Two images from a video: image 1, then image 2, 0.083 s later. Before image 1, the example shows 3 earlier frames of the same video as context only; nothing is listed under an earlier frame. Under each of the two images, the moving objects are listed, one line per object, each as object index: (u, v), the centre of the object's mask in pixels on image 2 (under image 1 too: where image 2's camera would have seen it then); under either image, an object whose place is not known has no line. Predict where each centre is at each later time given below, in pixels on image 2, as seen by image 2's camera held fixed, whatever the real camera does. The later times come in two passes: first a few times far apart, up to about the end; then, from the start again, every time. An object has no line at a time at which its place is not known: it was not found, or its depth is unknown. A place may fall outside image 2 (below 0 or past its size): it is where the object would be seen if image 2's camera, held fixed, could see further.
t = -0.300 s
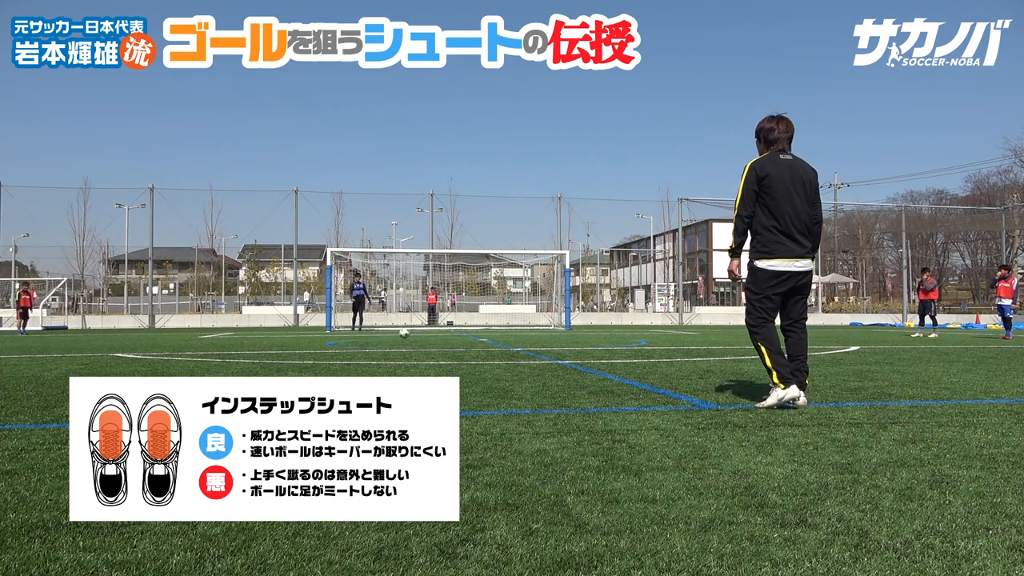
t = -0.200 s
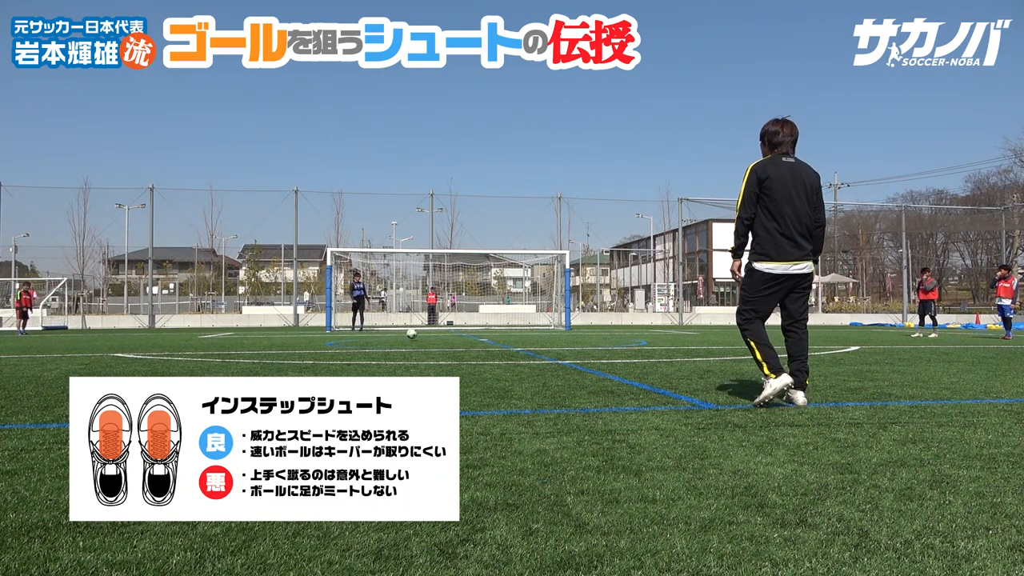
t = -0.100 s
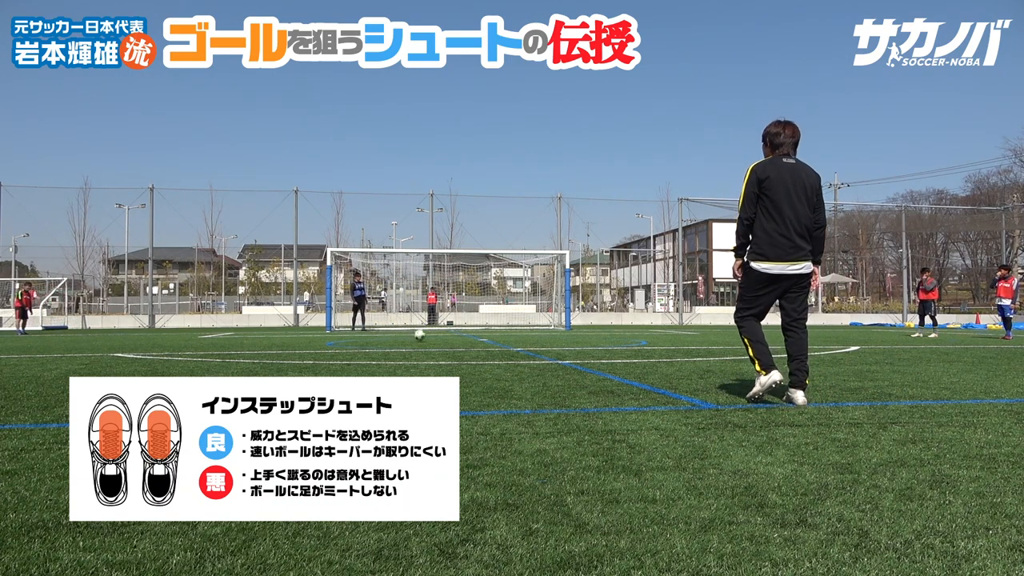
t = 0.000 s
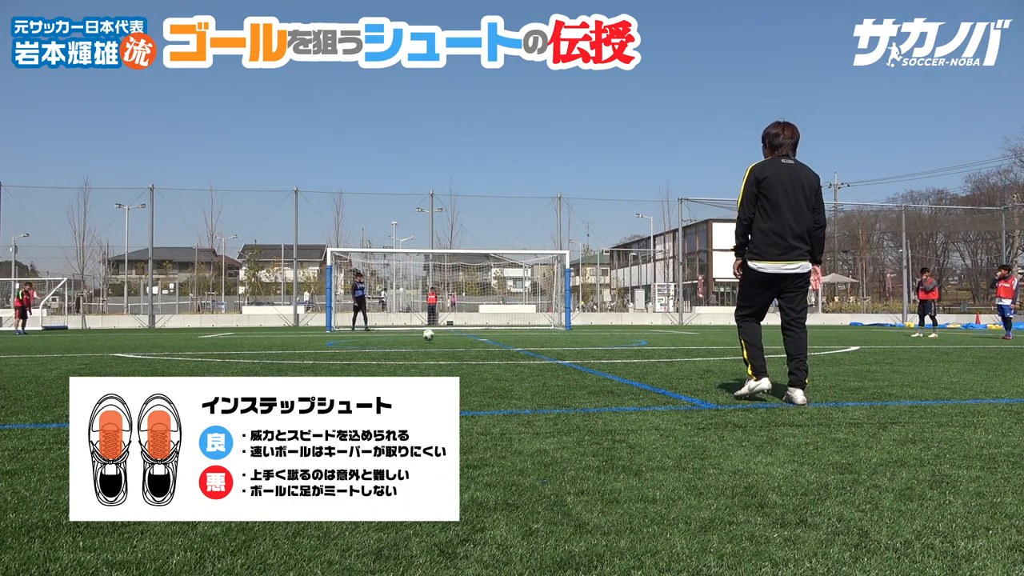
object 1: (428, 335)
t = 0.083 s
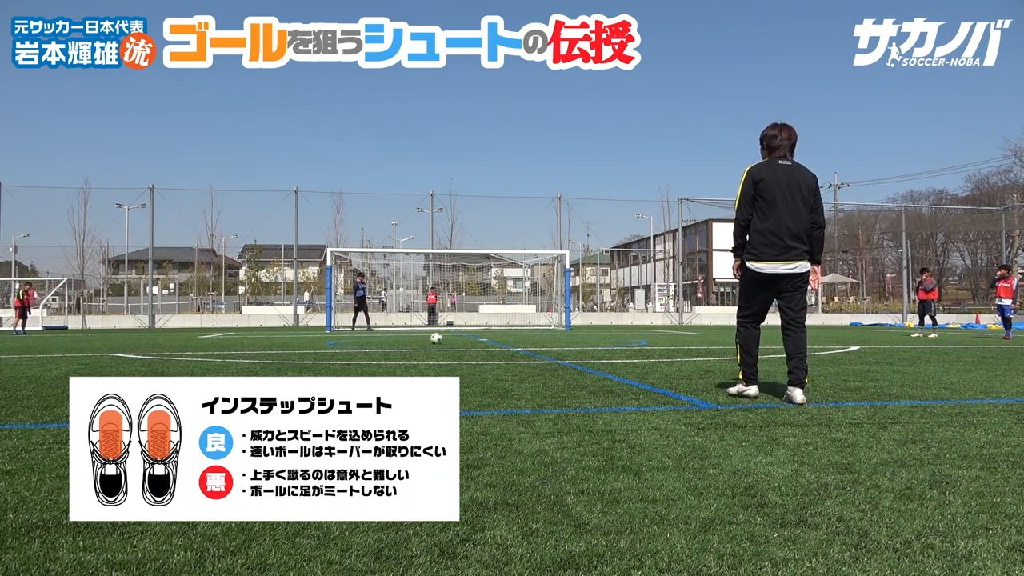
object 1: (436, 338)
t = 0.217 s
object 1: (450, 339)
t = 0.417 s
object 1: (474, 342)
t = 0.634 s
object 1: (506, 346)
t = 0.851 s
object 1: (545, 349)
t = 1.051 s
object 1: (590, 356)
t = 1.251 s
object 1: (650, 363)
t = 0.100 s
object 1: (438, 338)
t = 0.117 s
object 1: (439, 338)
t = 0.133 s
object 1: (441, 338)
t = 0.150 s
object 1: (443, 338)
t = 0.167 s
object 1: (444, 338)
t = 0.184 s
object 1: (446, 338)
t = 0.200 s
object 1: (448, 339)
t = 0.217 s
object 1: (450, 339)
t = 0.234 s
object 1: (452, 340)
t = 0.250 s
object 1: (454, 341)
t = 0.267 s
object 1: (455, 340)
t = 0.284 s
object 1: (458, 340)
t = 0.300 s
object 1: (459, 341)
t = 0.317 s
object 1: (462, 341)
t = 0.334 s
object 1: (463, 341)
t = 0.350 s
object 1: (465, 341)
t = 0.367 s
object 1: (467, 342)
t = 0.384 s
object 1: (470, 342)
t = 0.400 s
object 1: (472, 342)
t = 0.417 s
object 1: (474, 342)
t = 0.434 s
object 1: (476, 342)
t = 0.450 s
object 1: (478, 342)
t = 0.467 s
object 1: (480, 342)
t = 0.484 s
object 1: (482, 343)
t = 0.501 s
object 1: (485, 343)
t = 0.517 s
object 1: (487, 344)
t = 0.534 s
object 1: (490, 343)
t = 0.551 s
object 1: (492, 343)
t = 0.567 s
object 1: (495, 343)
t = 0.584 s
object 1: (497, 344)
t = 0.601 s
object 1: (500, 344)
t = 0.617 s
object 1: (503, 345)
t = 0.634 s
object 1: (506, 346)
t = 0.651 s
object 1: (509, 346)
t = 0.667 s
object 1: (511, 346)
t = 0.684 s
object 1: (514, 346)
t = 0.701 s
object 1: (517, 346)
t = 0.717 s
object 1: (520, 346)
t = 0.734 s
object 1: (523, 347)
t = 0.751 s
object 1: (526, 348)
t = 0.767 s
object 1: (529, 349)
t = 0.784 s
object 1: (532, 349)
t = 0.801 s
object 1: (535, 349)
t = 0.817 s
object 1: (538, 349)
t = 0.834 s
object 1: (541, 349)
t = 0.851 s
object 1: (545, 349)
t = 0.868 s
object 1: (548, 351)
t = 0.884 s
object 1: (552, 351)
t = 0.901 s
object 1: (555, 352)
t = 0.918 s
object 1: (559, 352)
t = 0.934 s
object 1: (563, 352)
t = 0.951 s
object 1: (566, 353)
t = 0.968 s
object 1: (570, 354)
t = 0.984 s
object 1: (573, 354)
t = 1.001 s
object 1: (578, 354)
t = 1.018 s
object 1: (582, 355)
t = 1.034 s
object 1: (586, 355)
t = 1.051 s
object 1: (590, 356)
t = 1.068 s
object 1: (595, 356)
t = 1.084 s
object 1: (599, 357)
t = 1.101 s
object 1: (604, 357)
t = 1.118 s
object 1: (608, 358)
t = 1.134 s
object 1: (613, 359)
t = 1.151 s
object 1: (618, 359)
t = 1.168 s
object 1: (624, 360)
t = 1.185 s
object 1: (628, 361)
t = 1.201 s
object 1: (634, 361)
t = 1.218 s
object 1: (639, 362)
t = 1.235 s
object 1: (645, 362)
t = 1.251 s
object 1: (650, 363)
